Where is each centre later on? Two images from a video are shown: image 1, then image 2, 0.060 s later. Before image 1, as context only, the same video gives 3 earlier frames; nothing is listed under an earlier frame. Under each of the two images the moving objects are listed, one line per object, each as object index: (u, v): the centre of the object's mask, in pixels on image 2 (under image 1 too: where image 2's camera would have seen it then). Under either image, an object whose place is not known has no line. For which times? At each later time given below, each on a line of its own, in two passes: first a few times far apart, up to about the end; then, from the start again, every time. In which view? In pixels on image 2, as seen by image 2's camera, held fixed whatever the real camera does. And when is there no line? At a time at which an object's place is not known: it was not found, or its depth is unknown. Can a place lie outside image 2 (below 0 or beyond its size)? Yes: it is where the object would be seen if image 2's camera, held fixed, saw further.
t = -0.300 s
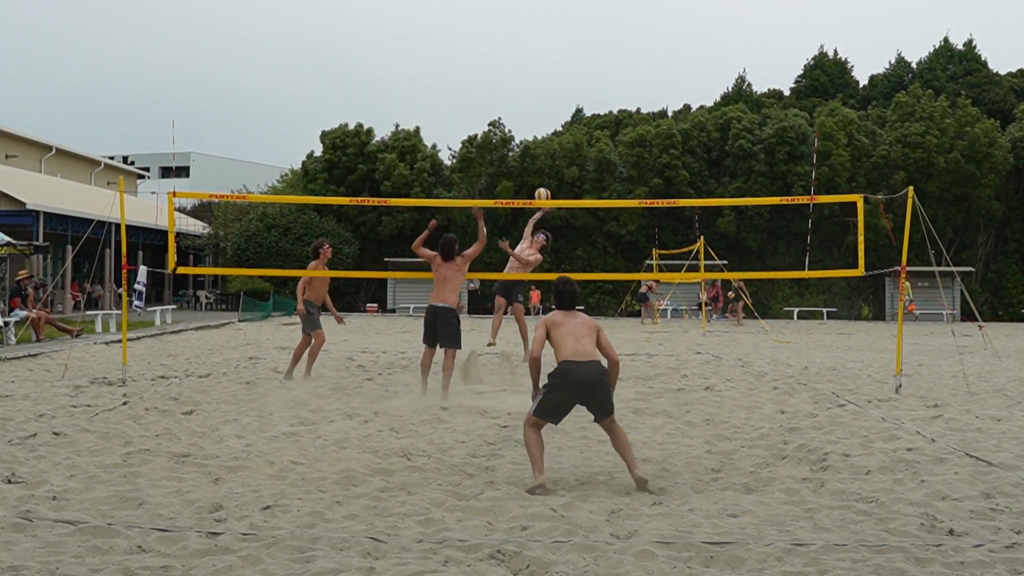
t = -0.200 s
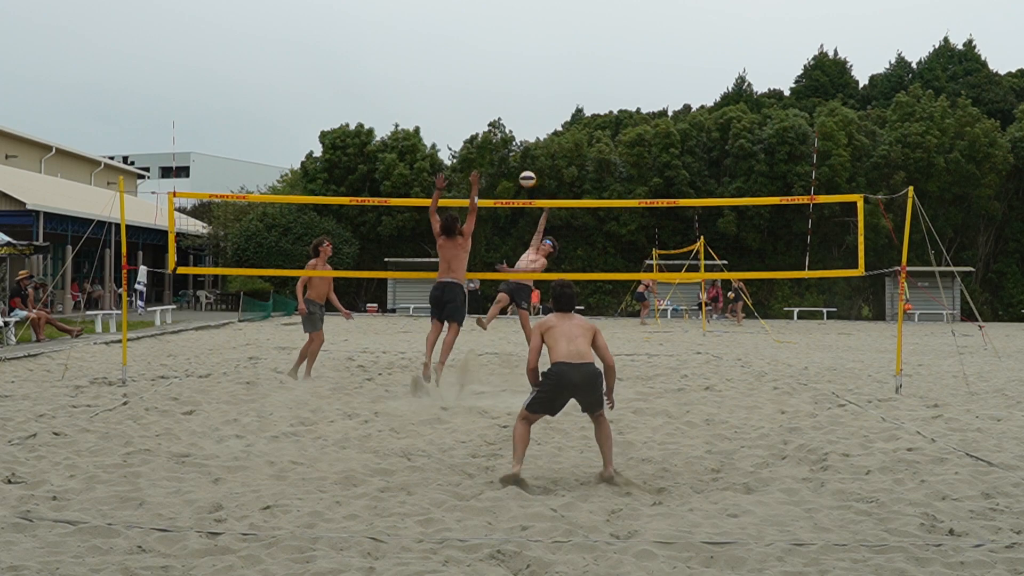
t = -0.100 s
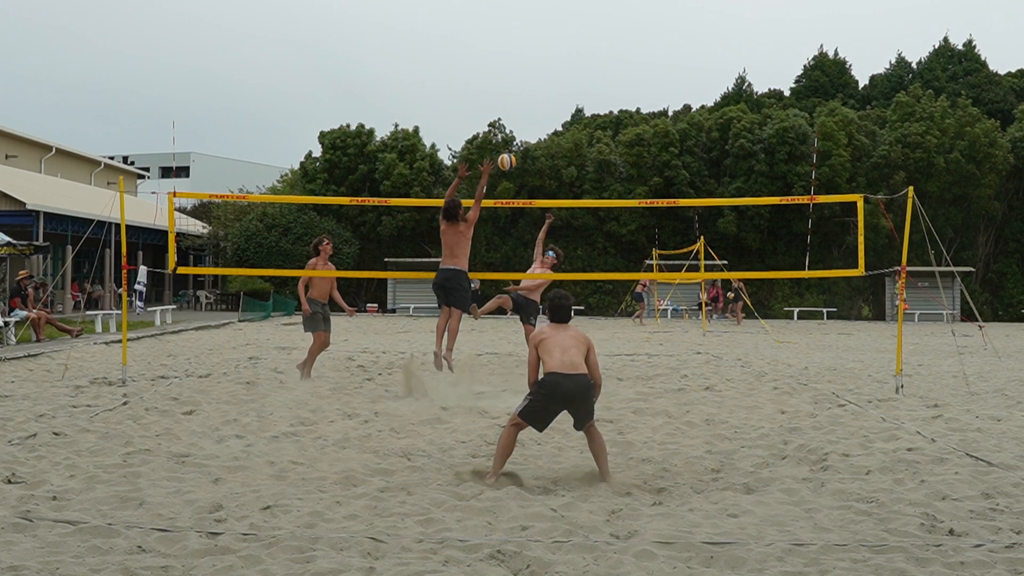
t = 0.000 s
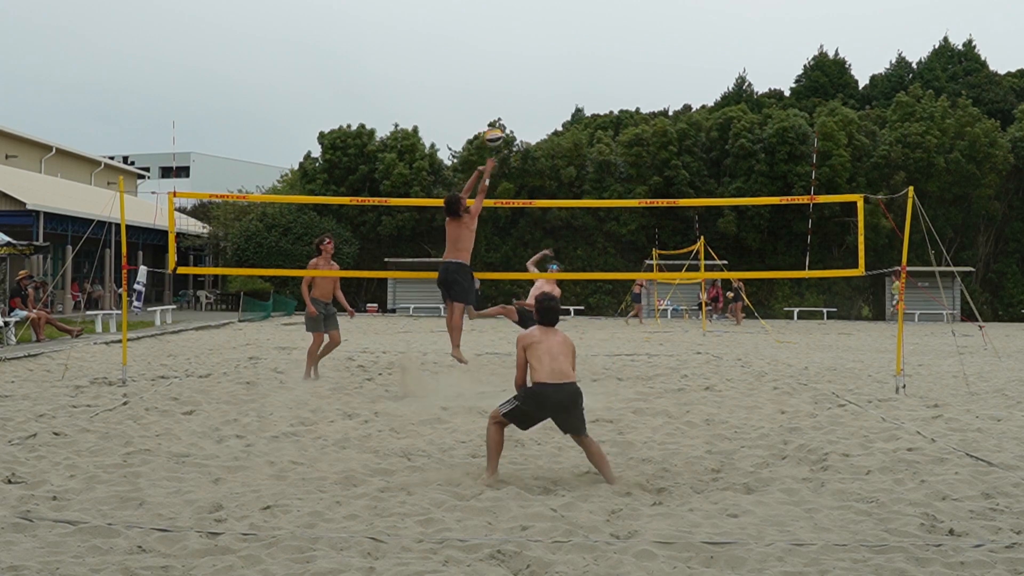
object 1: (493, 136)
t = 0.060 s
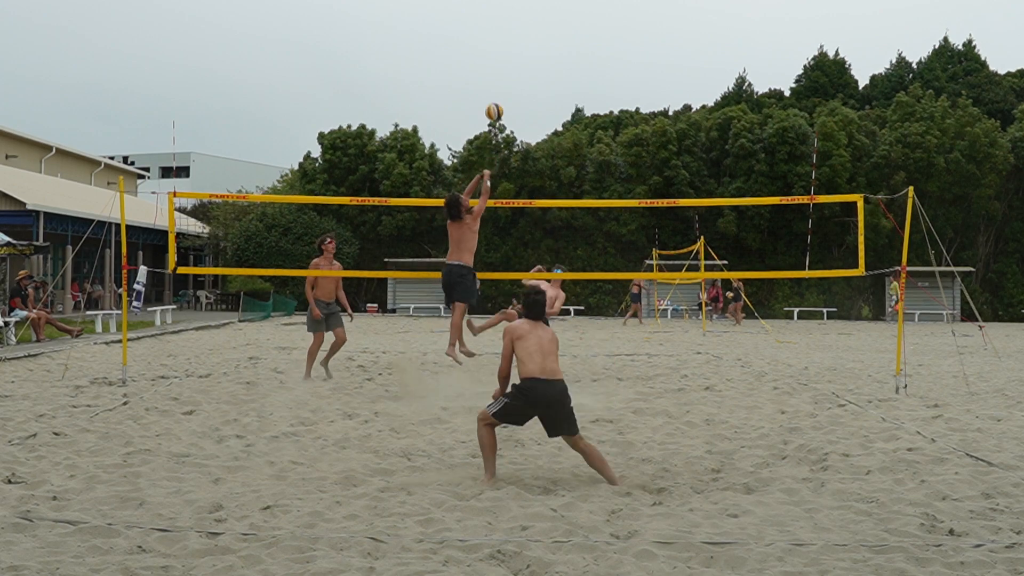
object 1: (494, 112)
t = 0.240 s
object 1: (497, 54)
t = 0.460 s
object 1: (502, 18)
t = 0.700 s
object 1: (507, 24)
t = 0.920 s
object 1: (512, 74)
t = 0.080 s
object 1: (494, 105)
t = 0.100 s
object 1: (495, 97)
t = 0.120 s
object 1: (495, 91)
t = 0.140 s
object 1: (495, 83)
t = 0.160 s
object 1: (496, 77)
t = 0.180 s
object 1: (496, 71)
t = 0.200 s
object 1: (496, 65)
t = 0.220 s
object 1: (497, 59)
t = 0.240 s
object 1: (497, 54)
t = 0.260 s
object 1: (498, 49)
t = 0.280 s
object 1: (498, 45)
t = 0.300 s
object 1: (498, 41)
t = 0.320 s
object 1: (499, 36)
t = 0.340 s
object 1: (499, 33)
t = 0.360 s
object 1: (500, 30)
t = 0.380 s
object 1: (500, 27)
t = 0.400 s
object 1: (500, 24)
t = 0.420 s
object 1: (501, 22)
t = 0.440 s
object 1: (501, 20)
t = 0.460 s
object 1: (502, 18)
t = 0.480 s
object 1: (502, 17)
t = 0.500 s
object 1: (502, 16)
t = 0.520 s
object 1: (503, 15)
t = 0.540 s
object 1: (503, 15)
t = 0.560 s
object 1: (504, 15)
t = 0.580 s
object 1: (504, 15)
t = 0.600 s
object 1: (505, 16)
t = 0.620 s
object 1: (505, 17)
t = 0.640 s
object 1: (505, 18)
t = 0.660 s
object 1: (506, 19)
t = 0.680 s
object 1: (506, 22)
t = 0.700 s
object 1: (507, 24)
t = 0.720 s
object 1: (507, 27)
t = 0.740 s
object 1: (508, 30)
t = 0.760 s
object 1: (508, 33)
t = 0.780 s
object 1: (509, 37)
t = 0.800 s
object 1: (509, 41)
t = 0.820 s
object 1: (510, 46)
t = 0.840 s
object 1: (510, 51)
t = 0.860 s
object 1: (511, 56)
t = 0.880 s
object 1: (511, 61)
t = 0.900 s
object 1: (512, 67)
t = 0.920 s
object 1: (512, 74)
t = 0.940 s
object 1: (513, 81)
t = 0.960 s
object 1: (513, 88)
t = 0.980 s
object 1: (513, 95)
